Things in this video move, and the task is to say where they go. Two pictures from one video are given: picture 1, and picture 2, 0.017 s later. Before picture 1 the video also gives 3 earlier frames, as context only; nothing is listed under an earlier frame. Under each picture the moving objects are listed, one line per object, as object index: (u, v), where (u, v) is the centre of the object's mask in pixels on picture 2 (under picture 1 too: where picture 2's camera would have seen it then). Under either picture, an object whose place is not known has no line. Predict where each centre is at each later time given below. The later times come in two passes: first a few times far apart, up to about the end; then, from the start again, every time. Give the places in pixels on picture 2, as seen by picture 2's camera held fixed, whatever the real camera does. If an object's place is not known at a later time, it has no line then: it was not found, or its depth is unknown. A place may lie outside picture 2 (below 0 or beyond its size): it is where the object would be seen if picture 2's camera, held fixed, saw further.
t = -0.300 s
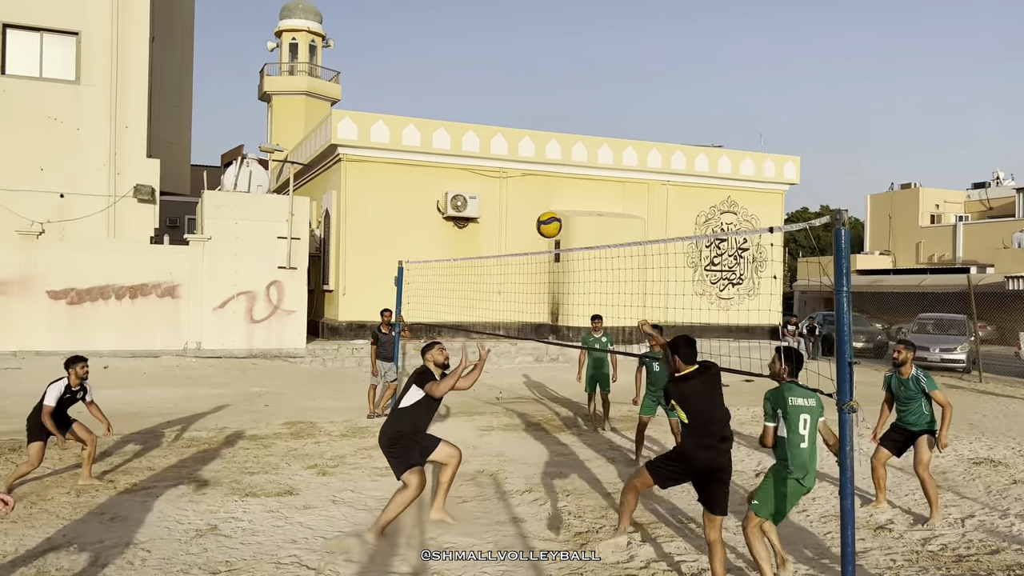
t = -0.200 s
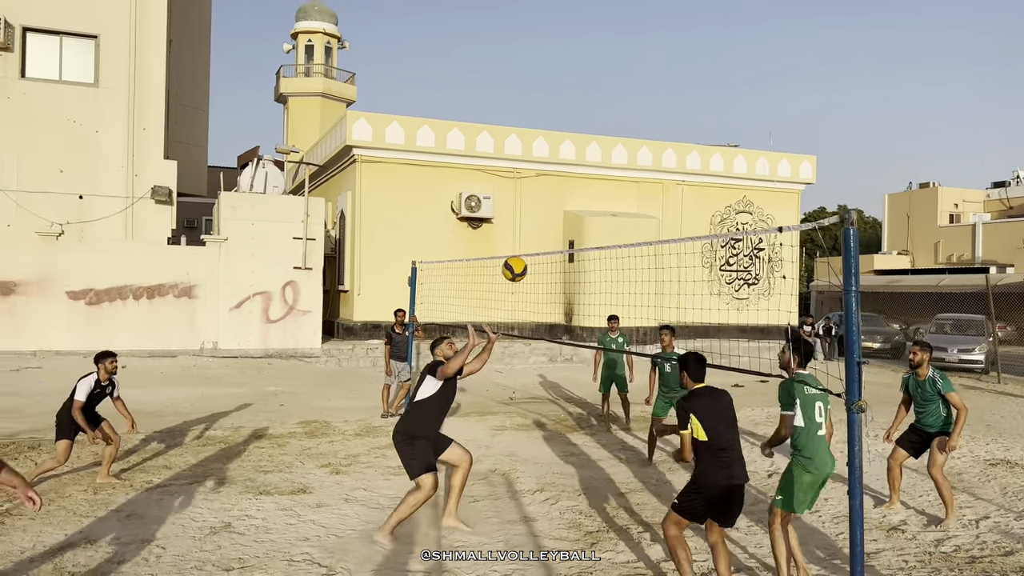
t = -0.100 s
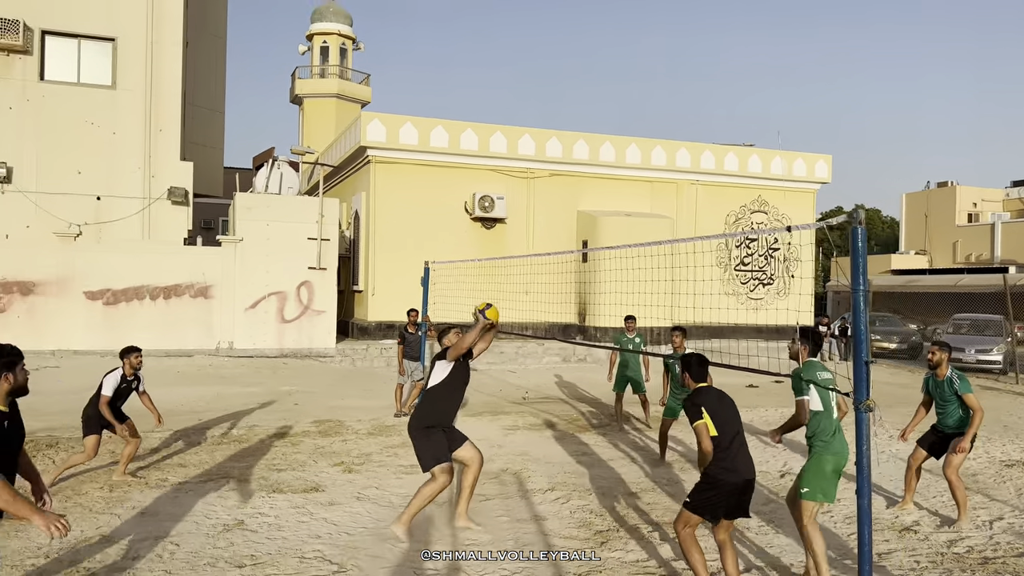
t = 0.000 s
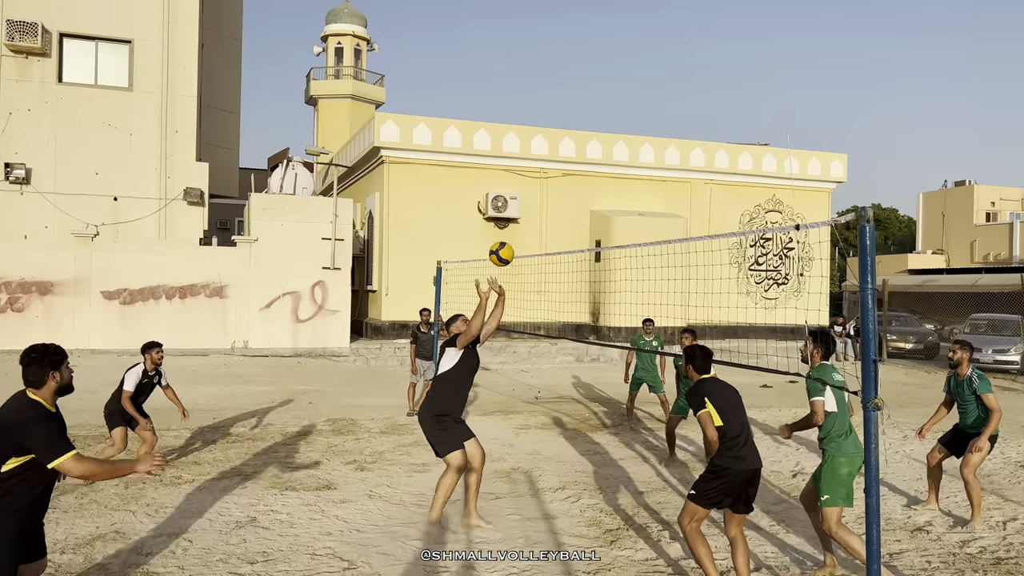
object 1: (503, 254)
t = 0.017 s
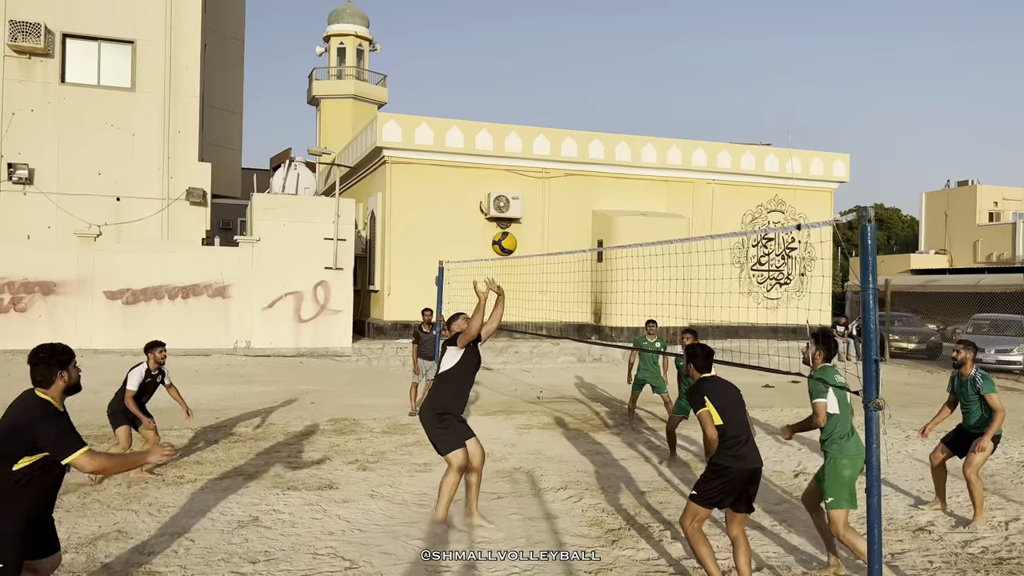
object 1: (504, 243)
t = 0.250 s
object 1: (516, 132)
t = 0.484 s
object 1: (528, 86)
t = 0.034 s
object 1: (505, 234)
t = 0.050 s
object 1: (506, 224)
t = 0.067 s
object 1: (506, 215)
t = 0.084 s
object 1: (507, 205)
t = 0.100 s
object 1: (508, 197)
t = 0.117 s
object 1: (509, 188)
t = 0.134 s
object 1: (510, 180)
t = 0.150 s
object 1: (511, 172)
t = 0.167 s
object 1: (512, 165)
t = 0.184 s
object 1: (513, 158)
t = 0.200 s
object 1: (513, 151)
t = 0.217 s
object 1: (514, 144)
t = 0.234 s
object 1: (515, 138)
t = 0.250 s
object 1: (516, 132)
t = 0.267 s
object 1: (517, 127)
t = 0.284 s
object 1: (518, 122)
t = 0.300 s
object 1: (519, 117)
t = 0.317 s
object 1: (520, 112)
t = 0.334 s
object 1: (521, 108)
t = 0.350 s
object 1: (521, 104)
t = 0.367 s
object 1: (522, 101)
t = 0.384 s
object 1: (523, 98)
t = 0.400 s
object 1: (524, 95)
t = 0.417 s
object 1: (525, 93)
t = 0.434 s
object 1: (525, 90)
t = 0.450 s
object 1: (526, 89)
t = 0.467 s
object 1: (527, 88)
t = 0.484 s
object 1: (528, 86)
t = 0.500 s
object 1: (528, 86)
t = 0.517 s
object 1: (529, 85)
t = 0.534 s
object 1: (530, 85)
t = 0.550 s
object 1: (531, 86)
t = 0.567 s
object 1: (531, 86)
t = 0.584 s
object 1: (532, 87)
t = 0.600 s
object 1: (532, 89)
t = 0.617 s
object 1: (533, 91)
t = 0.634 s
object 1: (534, 93)
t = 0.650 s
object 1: (534, 95)
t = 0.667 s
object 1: (535, 98)
